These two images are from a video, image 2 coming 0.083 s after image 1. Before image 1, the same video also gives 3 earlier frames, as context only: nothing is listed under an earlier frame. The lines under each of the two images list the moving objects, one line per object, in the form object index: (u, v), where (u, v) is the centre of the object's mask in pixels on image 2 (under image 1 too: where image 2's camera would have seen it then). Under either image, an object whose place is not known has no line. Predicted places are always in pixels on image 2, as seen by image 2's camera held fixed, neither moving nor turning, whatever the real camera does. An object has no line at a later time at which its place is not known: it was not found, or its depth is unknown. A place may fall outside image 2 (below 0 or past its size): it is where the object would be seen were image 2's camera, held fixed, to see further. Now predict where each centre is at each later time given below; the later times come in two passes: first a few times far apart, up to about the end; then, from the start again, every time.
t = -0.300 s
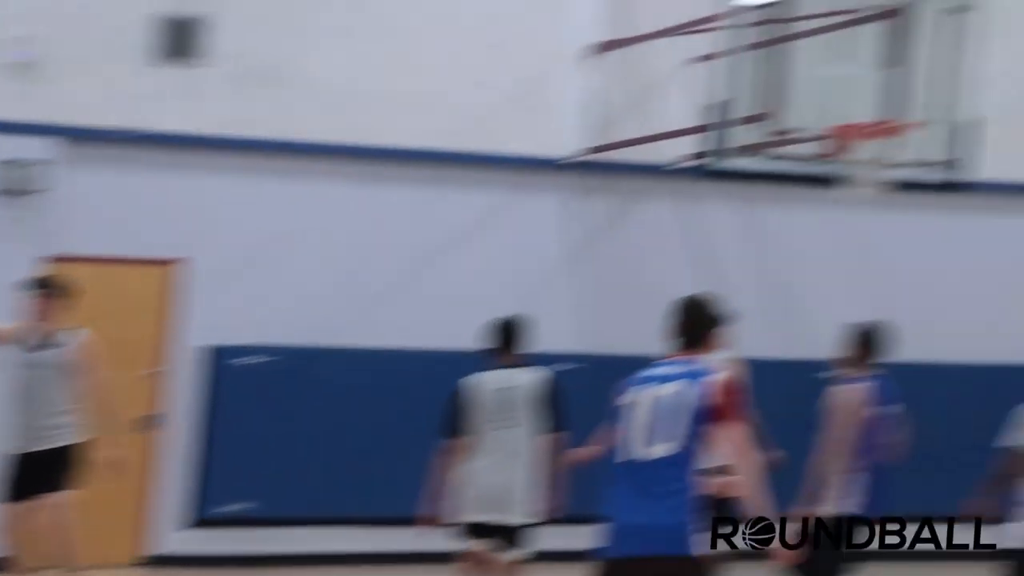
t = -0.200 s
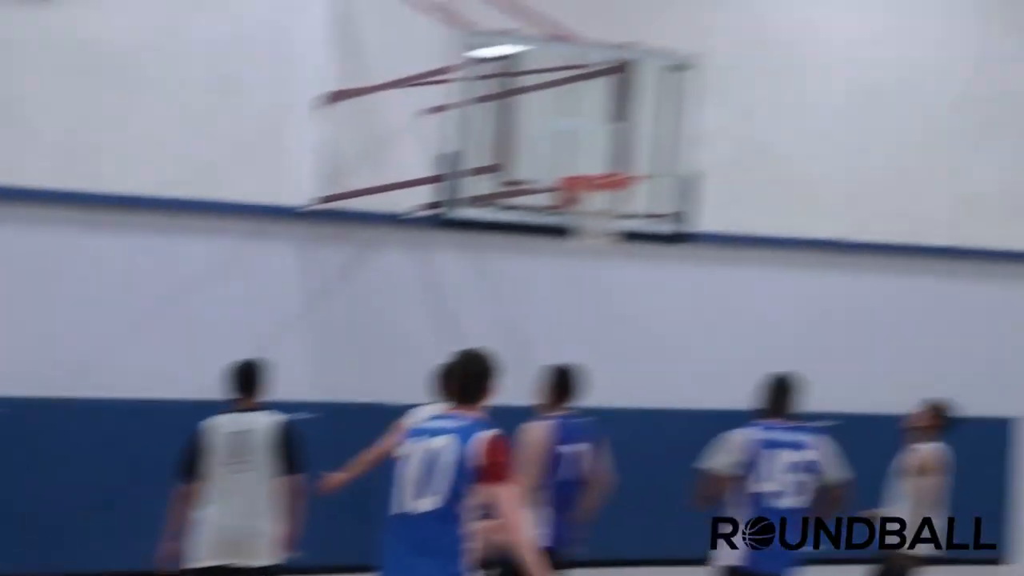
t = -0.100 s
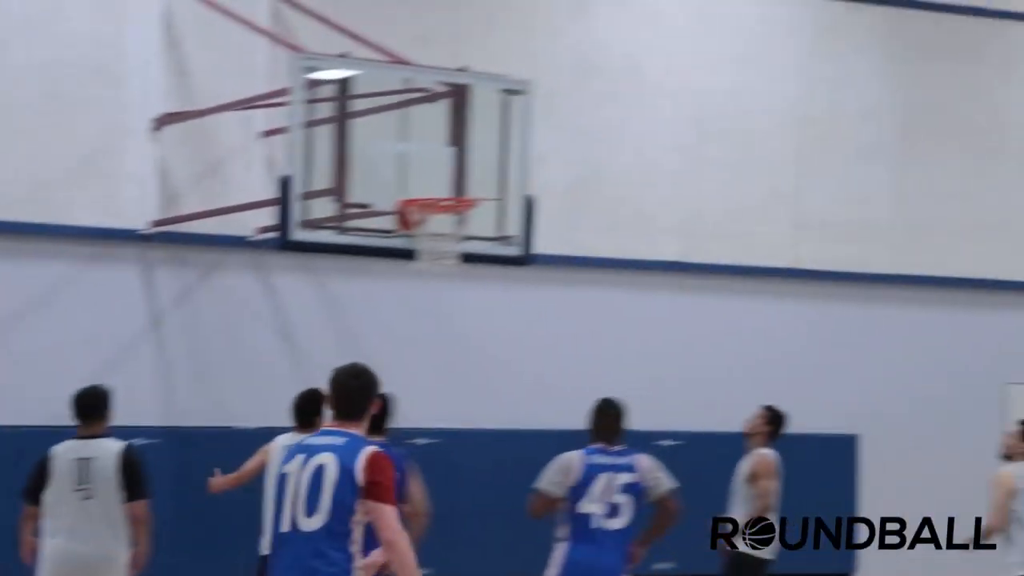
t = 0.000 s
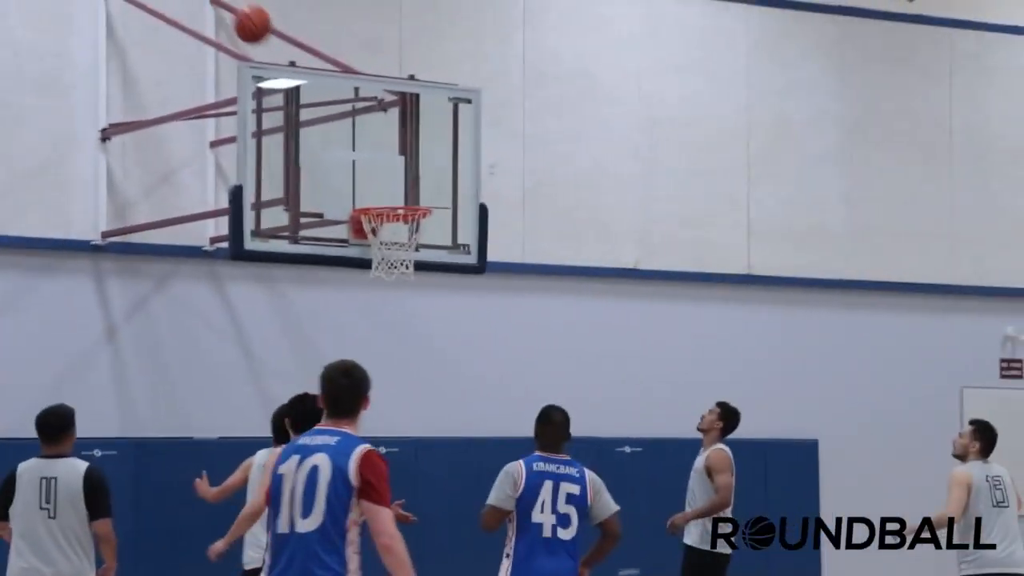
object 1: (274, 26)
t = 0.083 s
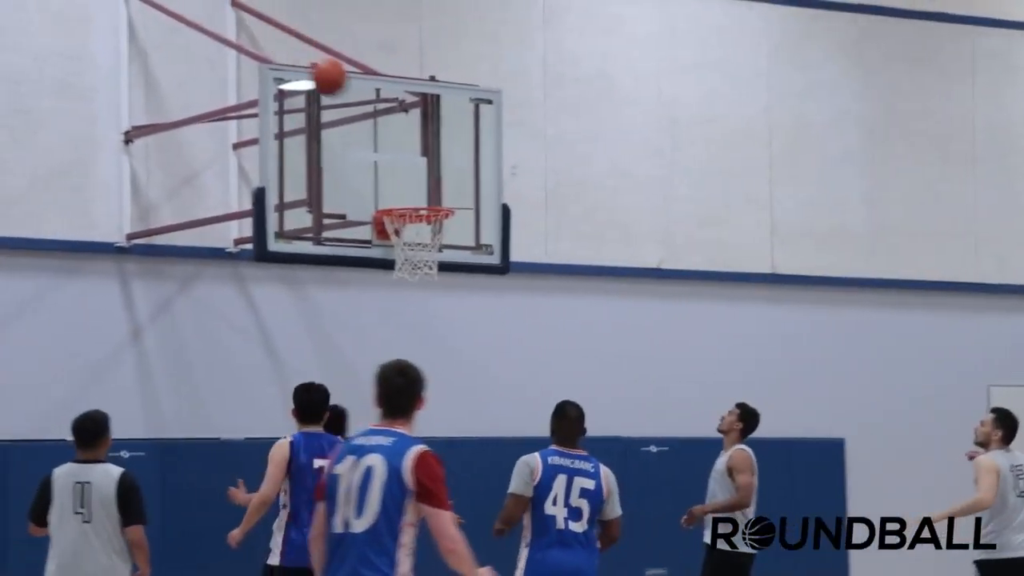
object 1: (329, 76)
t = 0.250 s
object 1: (435, 197)
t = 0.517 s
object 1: (405, 245)
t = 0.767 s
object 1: (436, 271)
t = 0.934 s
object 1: (448, 333)
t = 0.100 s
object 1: (340, 88)
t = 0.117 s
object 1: (350, 99)
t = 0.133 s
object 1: (361, 111)
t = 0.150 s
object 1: (372, 123)
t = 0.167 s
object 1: (382, 136)
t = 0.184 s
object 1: (393, 148)
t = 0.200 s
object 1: (403, 161)
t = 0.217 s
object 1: (414, 175)
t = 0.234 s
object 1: (424, 189)
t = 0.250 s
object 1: (435, 197)
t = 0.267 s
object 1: (434, 209)
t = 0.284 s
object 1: (427, 215)
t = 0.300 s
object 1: (420, 220)
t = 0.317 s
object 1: (413, 225)
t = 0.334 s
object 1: (408, 225)
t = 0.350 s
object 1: (402, 230)
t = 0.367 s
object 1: (400, 234)
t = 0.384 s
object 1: (400, 241)
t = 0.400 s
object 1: (398, 245)
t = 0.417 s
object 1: (398, 247)
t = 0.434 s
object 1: (398, 249)
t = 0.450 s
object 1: (398, 247)
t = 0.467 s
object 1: (400, 247)
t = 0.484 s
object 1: (401, 246)
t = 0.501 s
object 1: (404, 246)
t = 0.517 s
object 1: (405, 245)
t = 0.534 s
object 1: (410, 248)
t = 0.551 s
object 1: (411, 247)
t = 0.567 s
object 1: (413, 246)
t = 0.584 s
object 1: (416, 248)
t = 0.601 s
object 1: (419, 249)
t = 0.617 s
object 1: (420, 249)
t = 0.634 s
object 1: (422, 250)
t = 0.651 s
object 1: (425, 252)
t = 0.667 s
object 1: (427, 253)
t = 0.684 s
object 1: (429, 254)
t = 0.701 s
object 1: (431, 256)
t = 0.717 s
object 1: (432, 259)
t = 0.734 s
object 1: (433, 263)
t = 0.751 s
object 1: (435, 269)
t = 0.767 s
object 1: (436, 271)
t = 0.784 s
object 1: (437, 275)
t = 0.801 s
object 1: (437, 279)
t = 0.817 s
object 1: (439, 285)
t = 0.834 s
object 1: (440, 290)
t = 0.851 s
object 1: (442, 296)
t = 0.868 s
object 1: (443, 303)
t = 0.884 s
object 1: (444, 310)
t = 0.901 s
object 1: (446, 317)
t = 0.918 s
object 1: (447, 325)
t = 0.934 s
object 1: (448, 333)
